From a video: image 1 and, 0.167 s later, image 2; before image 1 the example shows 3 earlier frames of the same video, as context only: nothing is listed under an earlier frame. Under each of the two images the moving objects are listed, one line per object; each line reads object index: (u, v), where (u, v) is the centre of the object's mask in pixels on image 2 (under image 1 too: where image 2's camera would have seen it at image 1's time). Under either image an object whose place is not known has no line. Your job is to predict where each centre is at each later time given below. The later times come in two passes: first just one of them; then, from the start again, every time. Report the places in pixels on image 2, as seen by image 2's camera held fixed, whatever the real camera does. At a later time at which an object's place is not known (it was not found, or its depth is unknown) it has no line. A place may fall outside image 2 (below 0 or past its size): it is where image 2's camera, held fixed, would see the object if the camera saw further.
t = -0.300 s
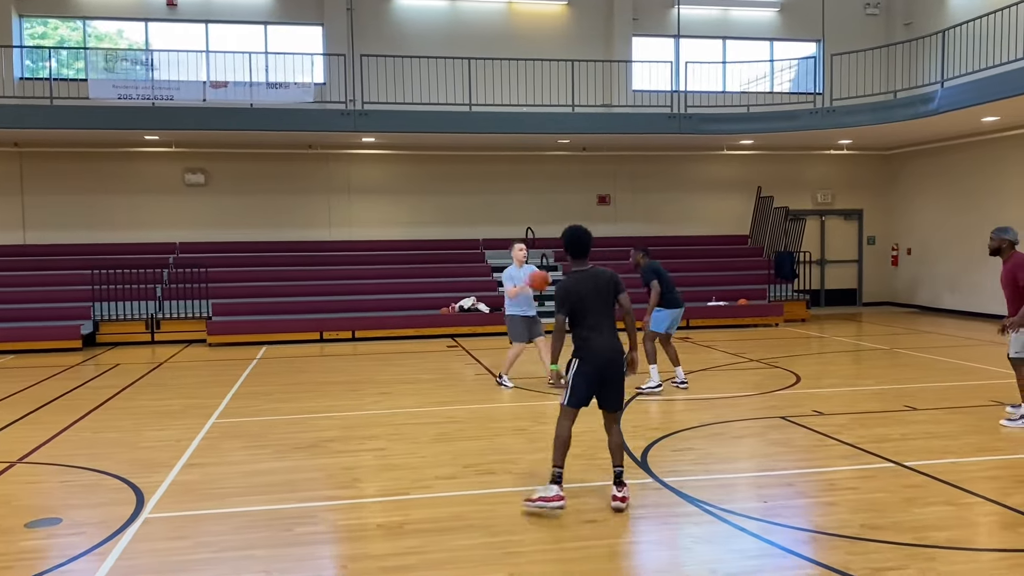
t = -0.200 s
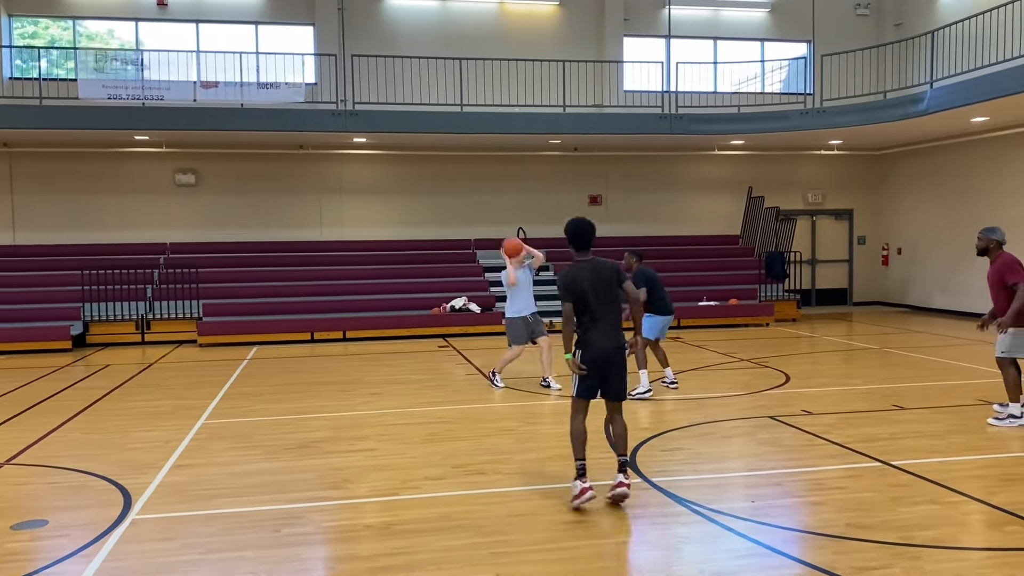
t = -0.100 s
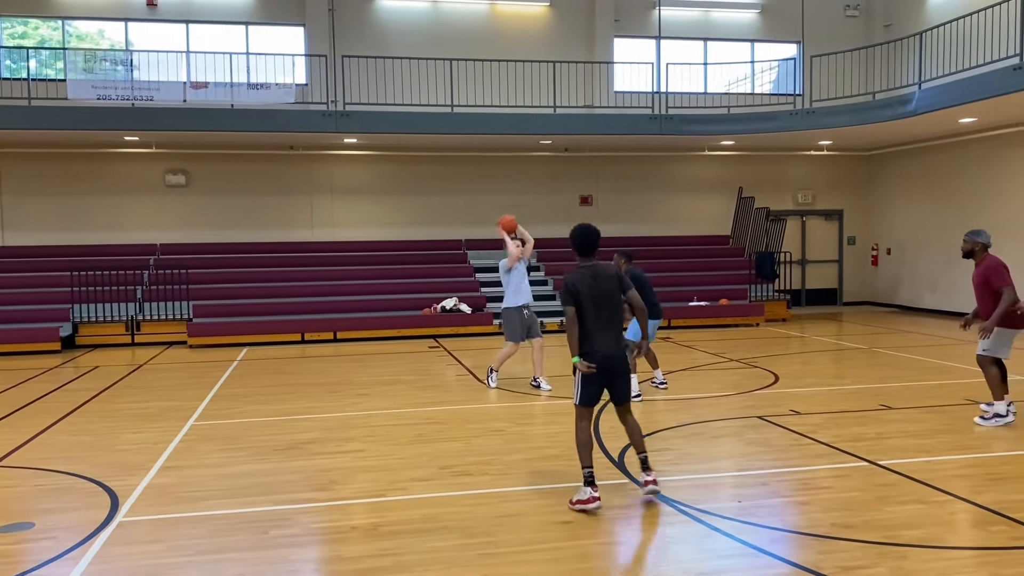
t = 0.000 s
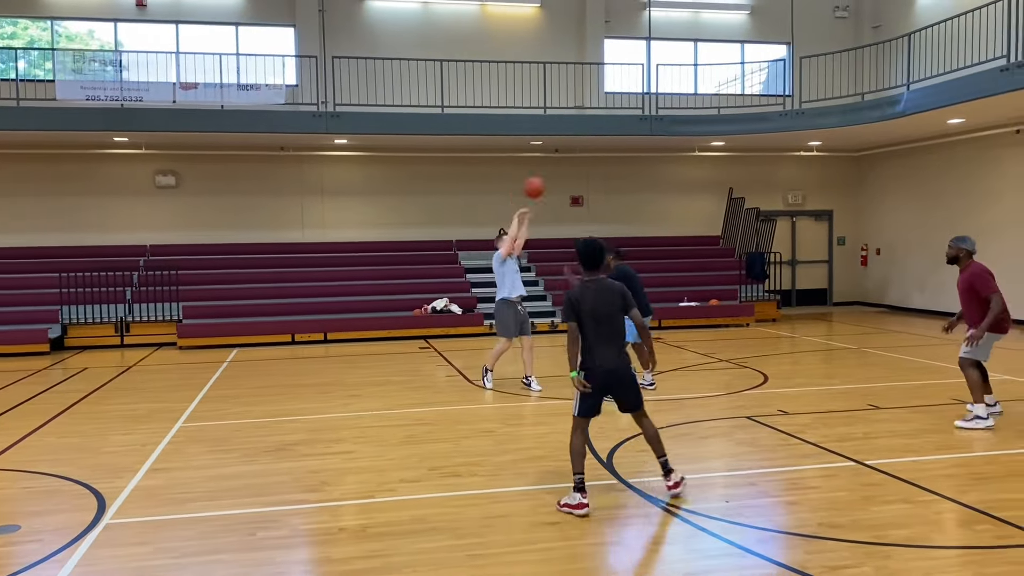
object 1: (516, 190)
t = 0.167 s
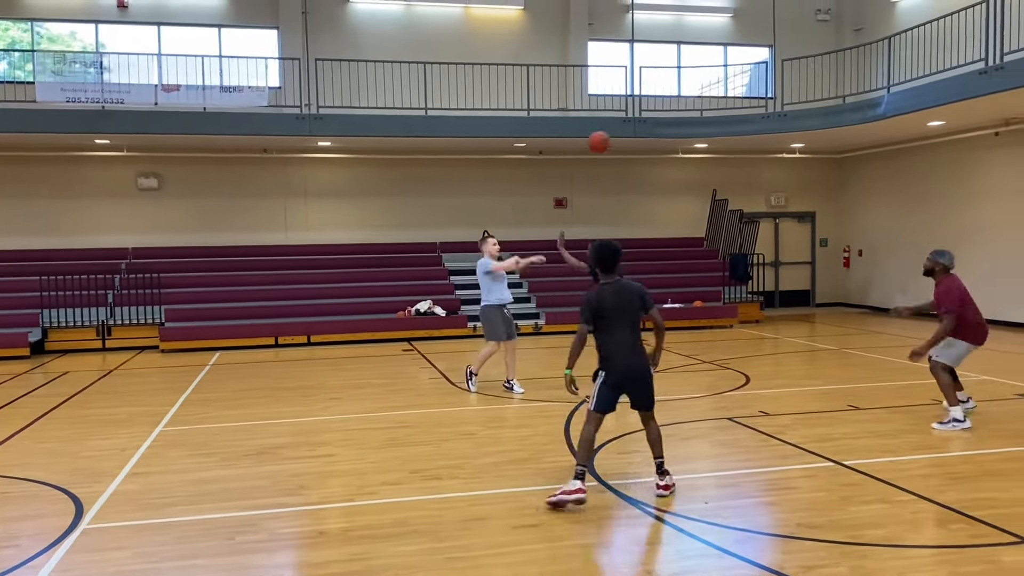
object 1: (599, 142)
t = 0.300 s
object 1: (664, 122)
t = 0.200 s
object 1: (615, 135)
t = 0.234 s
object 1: (631, 129)
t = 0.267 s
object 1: (648, 125)
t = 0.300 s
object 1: (664, 122)
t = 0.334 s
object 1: (680, 120)
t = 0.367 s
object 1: (697, 119)
